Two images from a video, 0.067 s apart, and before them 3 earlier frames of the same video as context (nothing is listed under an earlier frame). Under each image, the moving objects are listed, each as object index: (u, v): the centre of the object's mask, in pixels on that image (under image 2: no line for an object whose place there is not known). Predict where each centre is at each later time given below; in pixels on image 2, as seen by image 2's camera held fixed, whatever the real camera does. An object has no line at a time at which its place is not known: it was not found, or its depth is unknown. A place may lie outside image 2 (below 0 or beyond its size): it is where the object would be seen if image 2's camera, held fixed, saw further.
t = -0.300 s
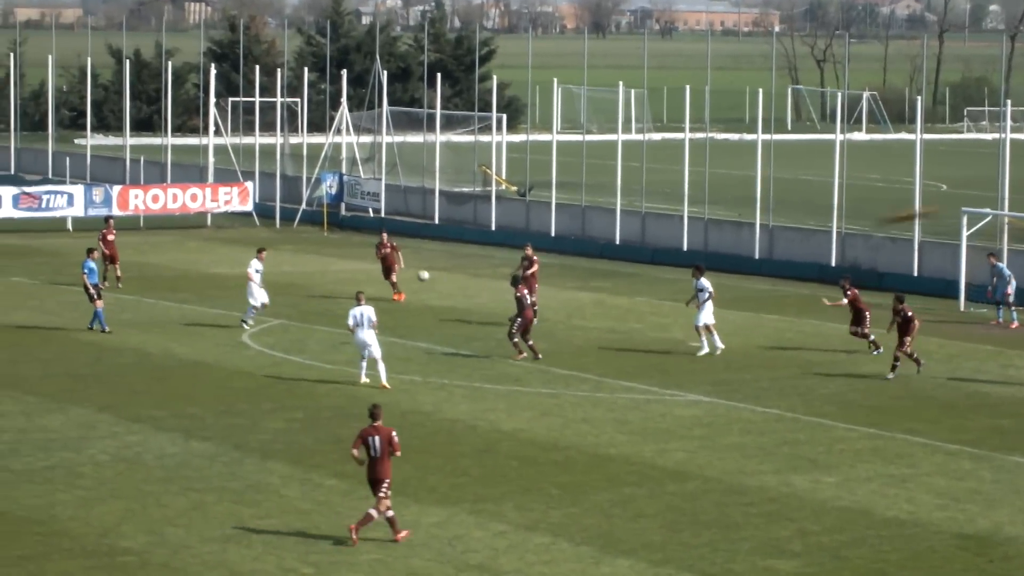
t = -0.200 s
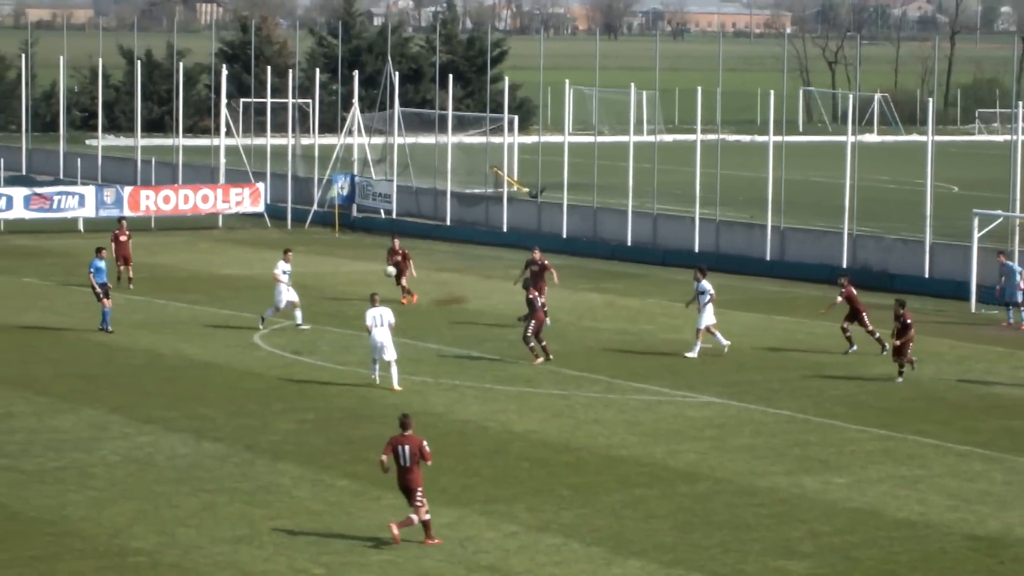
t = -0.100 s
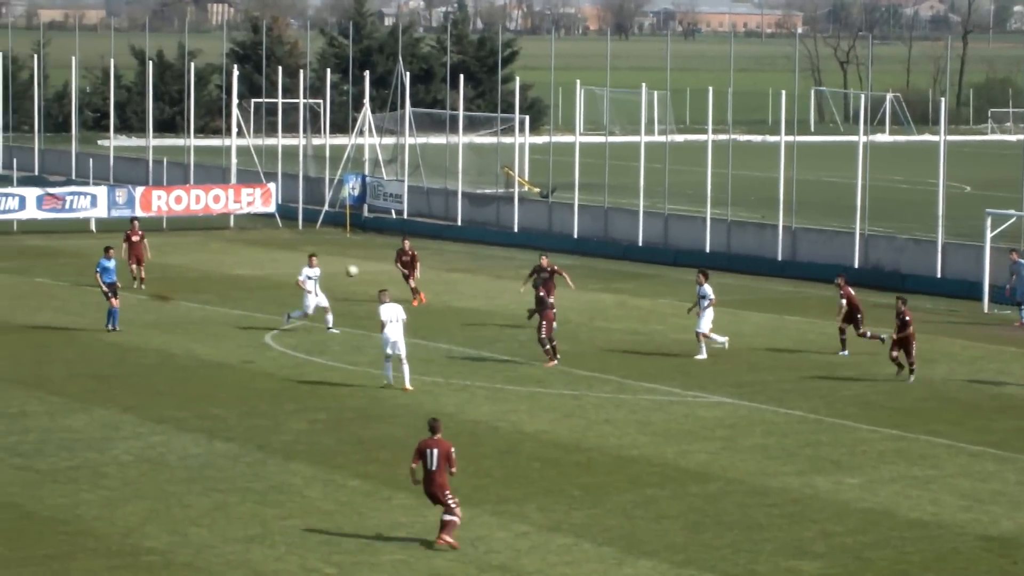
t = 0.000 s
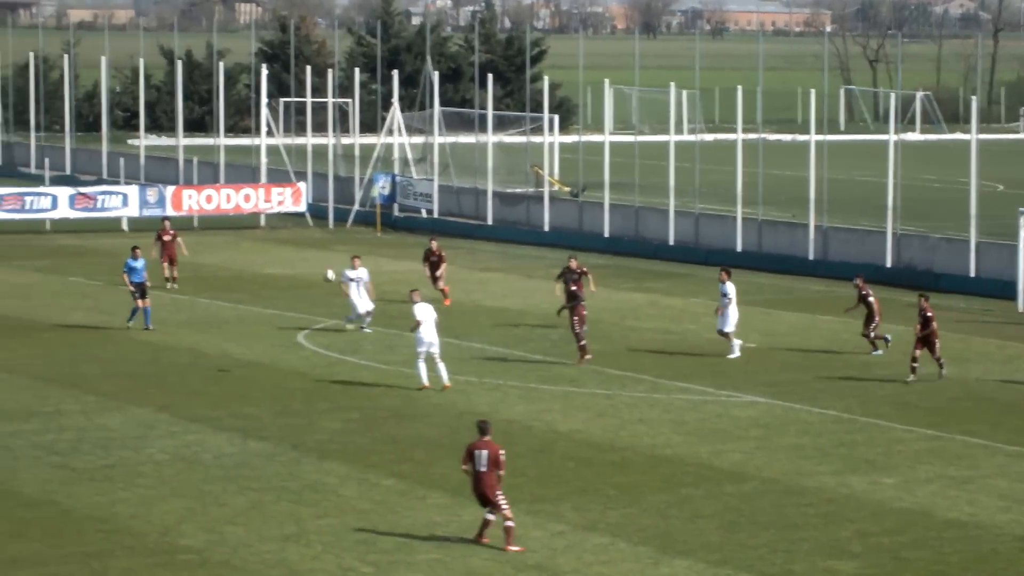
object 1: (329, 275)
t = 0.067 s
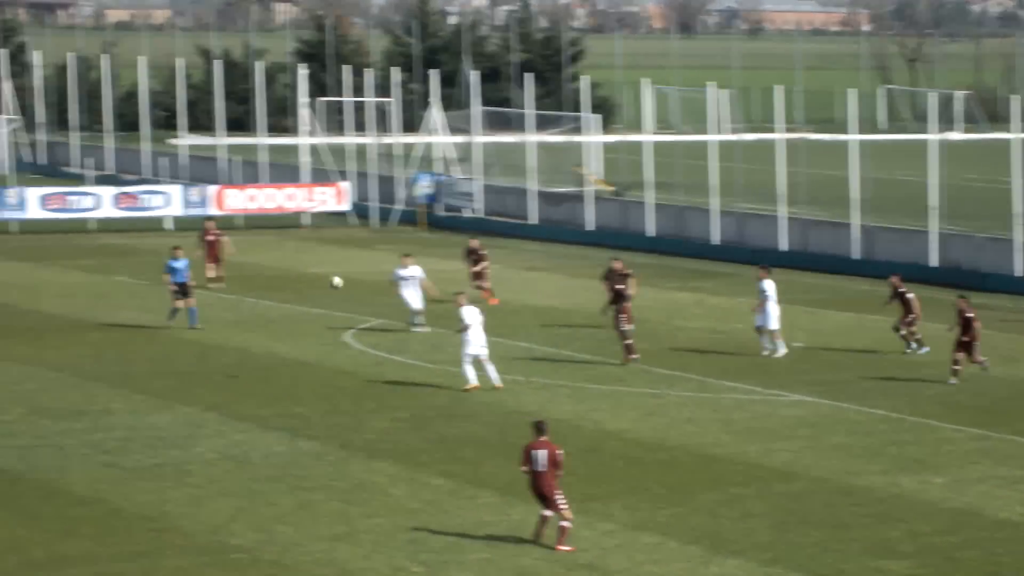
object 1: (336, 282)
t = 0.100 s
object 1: (316, 286)
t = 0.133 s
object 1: (297, 292)
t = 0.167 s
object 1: (277, 299)
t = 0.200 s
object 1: (255, 306)
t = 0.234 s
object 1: (235, 314)
